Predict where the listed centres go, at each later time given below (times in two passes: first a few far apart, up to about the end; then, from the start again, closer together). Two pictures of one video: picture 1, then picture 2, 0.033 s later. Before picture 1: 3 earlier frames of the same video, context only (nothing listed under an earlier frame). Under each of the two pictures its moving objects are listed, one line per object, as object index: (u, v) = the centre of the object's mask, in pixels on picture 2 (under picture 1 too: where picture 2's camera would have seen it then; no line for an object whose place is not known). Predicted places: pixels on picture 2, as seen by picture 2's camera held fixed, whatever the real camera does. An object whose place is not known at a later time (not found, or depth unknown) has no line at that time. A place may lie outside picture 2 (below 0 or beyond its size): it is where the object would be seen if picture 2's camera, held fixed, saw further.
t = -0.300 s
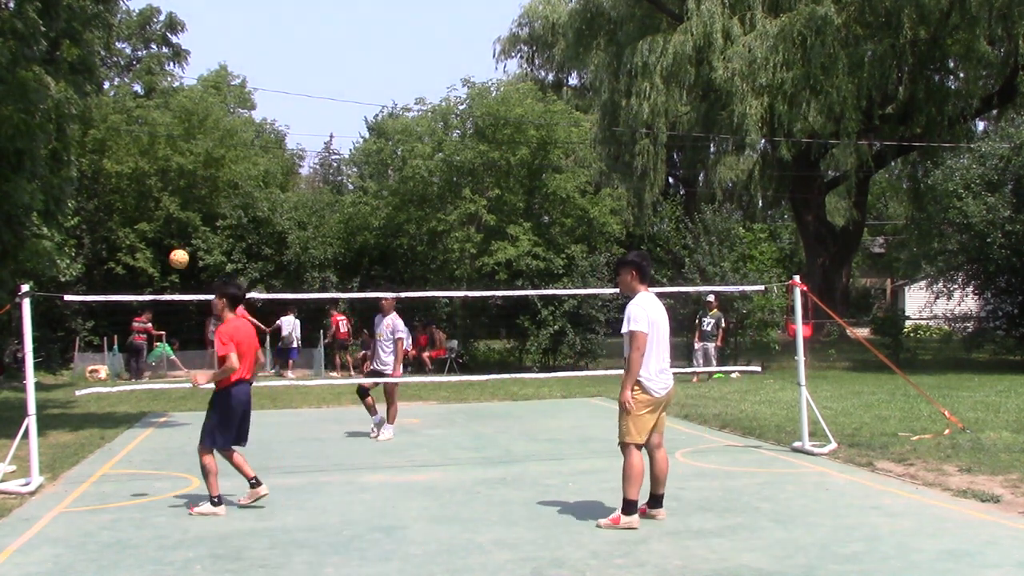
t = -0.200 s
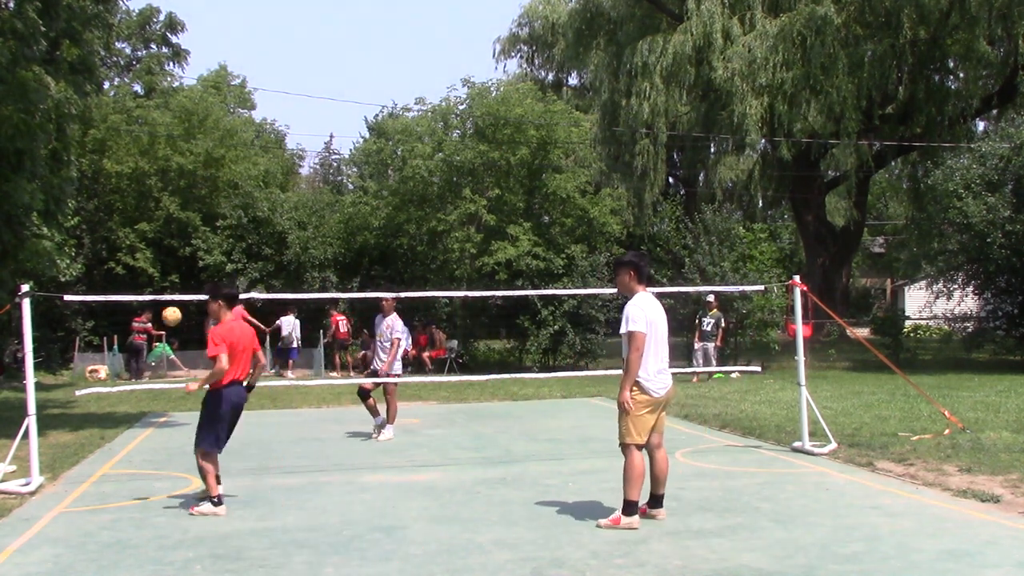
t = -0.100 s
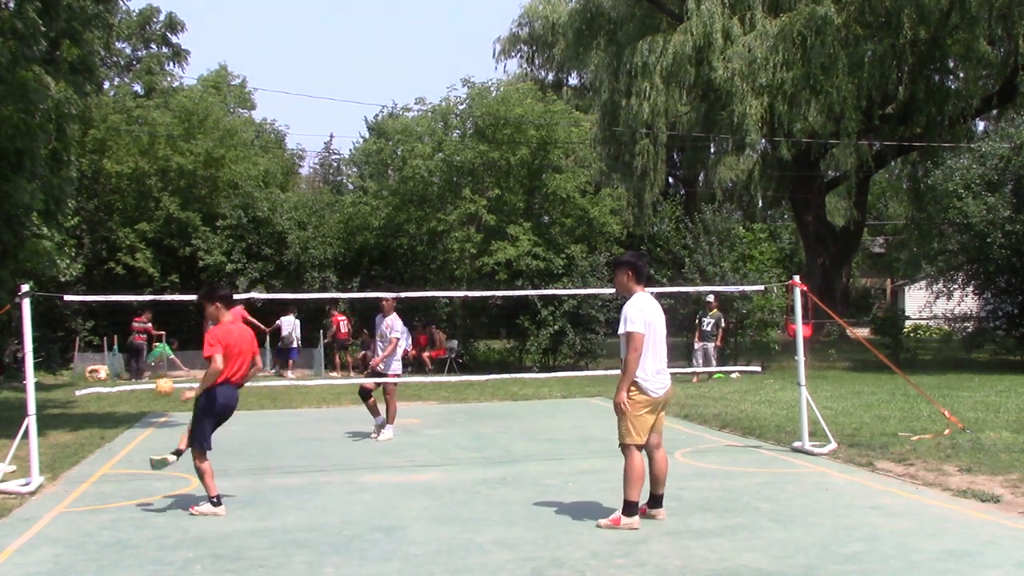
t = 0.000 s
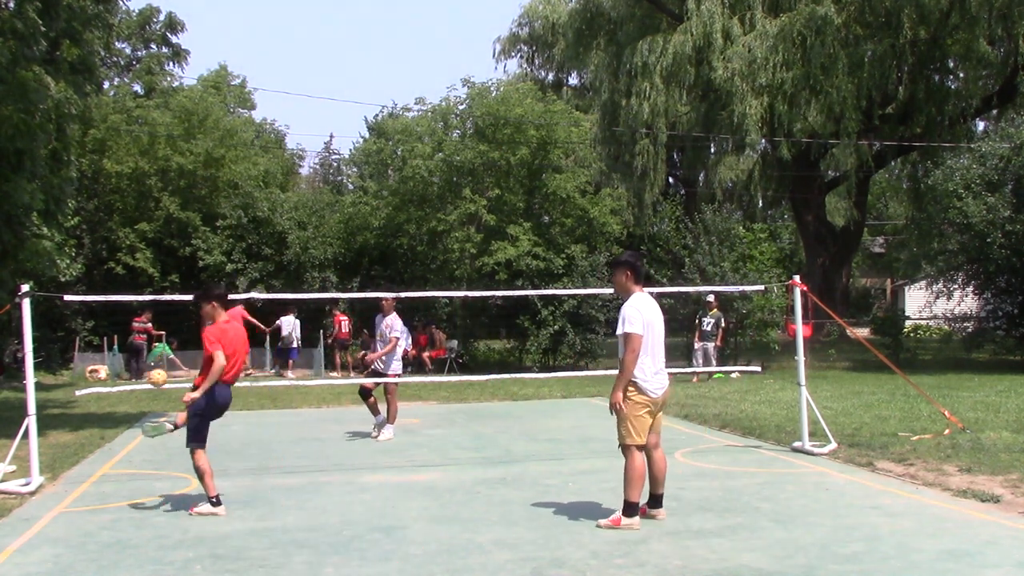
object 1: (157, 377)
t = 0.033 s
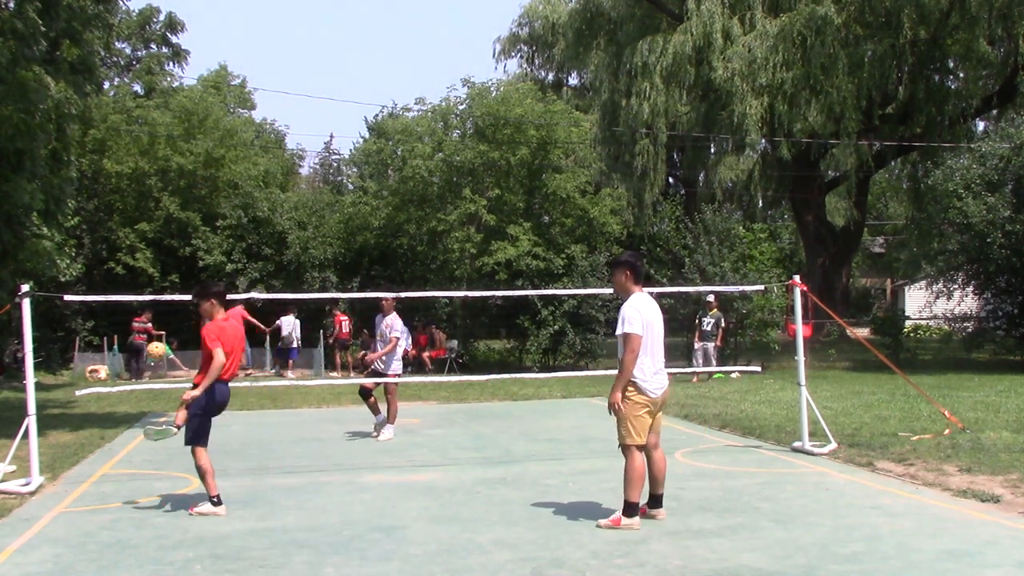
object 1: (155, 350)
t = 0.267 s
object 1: (141, 202)
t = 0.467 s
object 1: (128, 132)
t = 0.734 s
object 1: (110, 126)
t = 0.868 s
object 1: (99, 162)
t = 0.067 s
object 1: (155, 324)
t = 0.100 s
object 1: (152, 300)
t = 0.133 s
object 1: (150, 278)
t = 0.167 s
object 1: (147, 257)
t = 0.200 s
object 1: (146, 236)
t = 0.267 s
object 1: (141, 202)
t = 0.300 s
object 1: (139, 186)
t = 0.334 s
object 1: (137, 172)
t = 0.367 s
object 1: (135, 160)
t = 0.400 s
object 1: (133, 150)
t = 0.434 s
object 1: (131, 140)
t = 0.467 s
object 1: (128, 132)
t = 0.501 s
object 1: (126, 126)
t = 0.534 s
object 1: (124, 121)
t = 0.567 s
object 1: (121, 119)
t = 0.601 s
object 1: (119, 118)
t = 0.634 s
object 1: (117, 117)
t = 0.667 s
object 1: (114, 119)
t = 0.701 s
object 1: (112, 122)
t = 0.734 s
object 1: (110, 126)
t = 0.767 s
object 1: (107, 134)
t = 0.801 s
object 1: (104, 142)
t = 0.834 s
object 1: (102, 151)
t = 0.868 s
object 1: (99, 162)
